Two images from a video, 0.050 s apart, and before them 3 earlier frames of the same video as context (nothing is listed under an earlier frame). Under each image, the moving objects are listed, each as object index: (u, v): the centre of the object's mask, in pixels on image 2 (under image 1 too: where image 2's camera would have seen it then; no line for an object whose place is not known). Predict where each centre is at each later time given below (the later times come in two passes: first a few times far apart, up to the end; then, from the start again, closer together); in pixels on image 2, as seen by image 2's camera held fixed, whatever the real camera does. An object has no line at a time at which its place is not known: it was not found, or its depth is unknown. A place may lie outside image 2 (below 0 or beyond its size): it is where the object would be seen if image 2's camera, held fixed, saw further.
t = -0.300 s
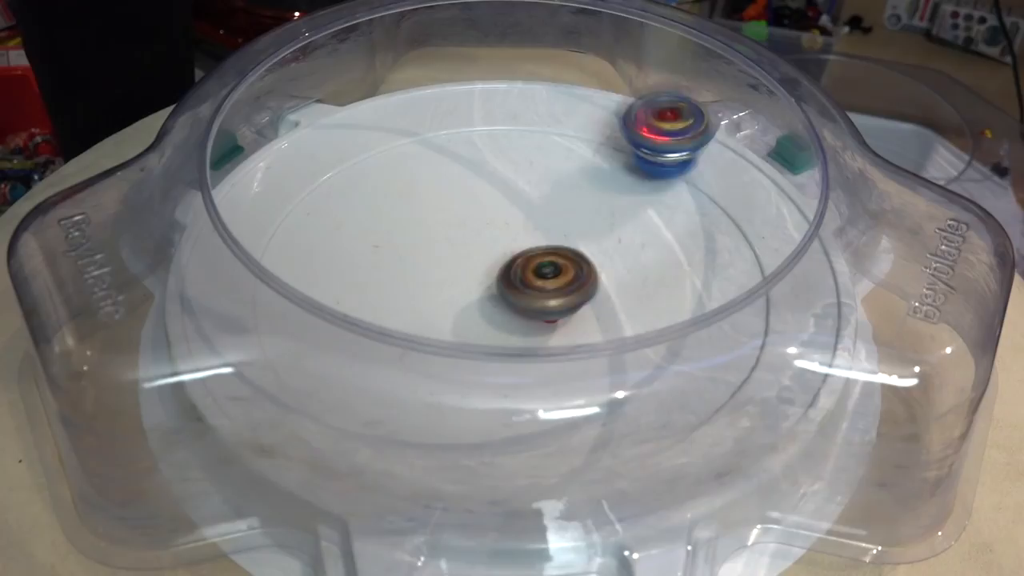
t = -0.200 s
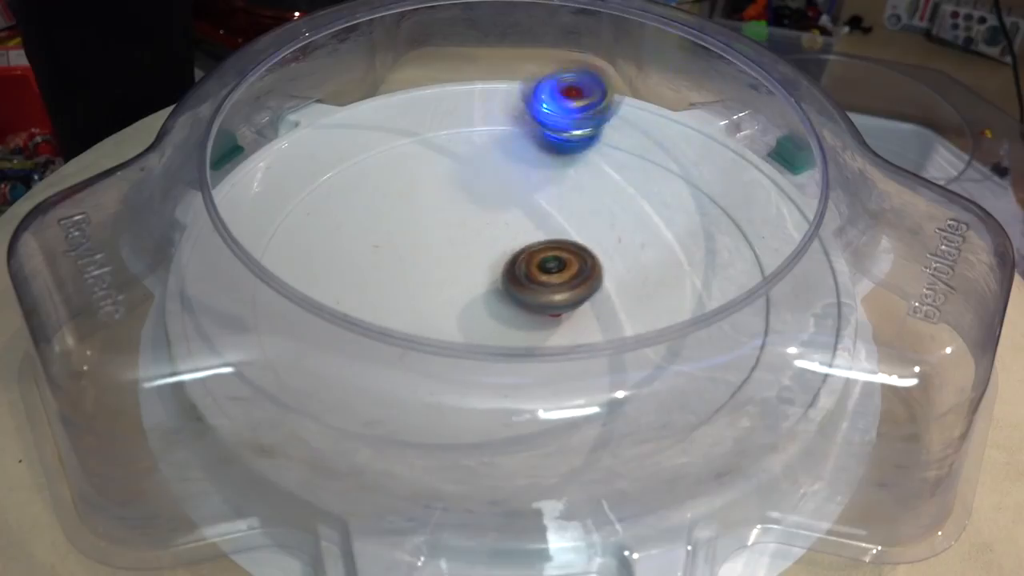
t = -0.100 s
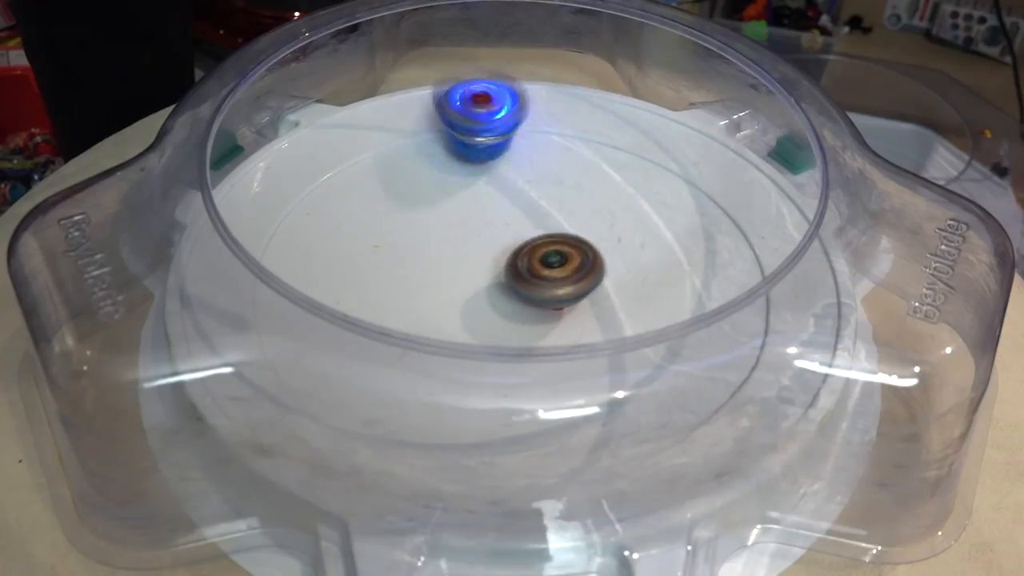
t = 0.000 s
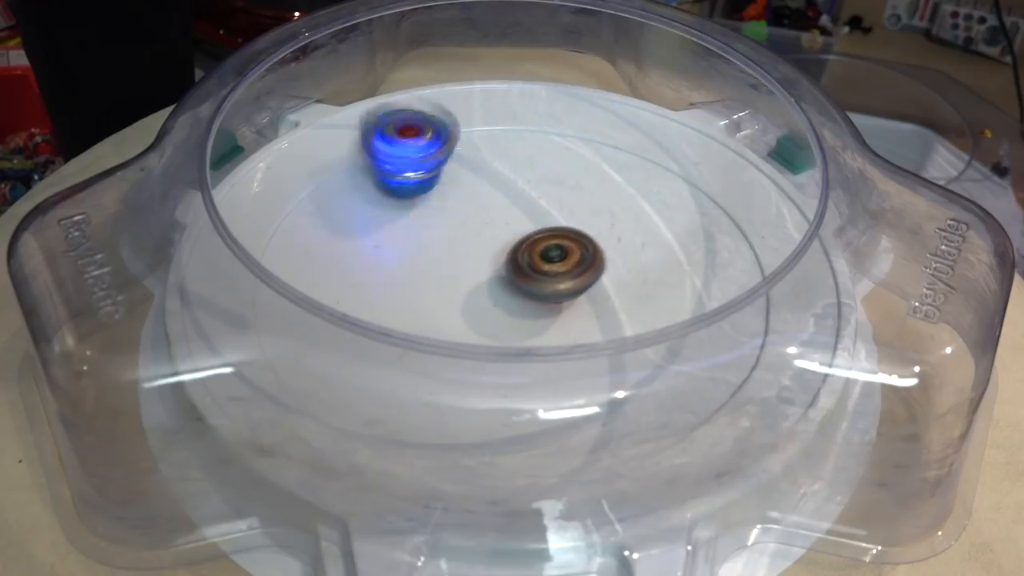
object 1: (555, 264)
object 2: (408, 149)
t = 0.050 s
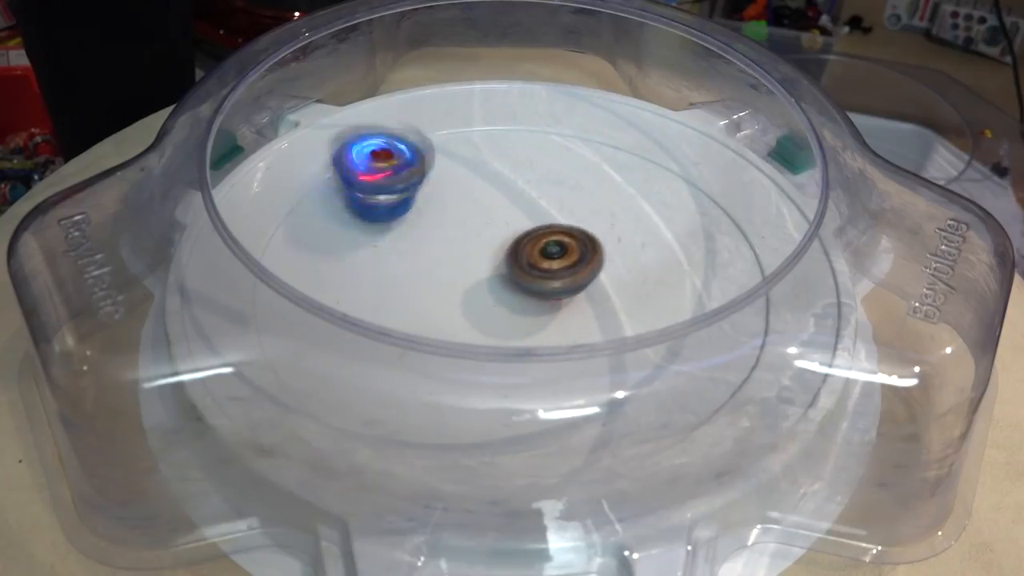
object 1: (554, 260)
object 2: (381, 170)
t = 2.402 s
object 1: (538, 275)
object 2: (760, 250)
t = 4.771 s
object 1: (536, 277)
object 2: (387, 115)
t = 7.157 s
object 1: (534, 272)
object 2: (738, 196)
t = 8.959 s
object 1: (523, 279)
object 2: (370, 261)
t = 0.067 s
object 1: (554, 260)
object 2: (373, 181)
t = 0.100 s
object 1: (553, 258)
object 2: (361, 198)
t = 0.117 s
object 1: (553, 257)
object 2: (358, 207)
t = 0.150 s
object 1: (552, 256)
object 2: (352, 226)
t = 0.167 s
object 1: (552, 255)
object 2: (351, 238)
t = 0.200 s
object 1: (550, 255)
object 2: (353, 257)
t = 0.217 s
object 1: (550, 254)
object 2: (357, 264)
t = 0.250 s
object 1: (548, 252)
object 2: (366, 278)
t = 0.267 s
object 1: (547, 252)
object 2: (373, 288)
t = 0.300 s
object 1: (545, 251)
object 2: (388, 312)
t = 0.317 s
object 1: (544, 250)
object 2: (402, 323)
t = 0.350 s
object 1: (543, 250)
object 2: (429, 342)
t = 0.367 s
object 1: (541, 250)
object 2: (443, 348)
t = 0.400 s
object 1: (538, 249)
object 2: (479, 360)
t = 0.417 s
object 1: (537, 249)
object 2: (501, 364)
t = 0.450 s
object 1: (535, 249)
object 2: (543, 365)
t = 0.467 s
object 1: (533, 248)
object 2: (568, 364)
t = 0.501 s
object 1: (530, 248)
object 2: (609, 356)
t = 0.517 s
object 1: (528, 248)
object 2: (626, 349)
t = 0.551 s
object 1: (526, 248)
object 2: (658, 331)
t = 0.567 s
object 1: (525, 248)
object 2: (673, 319)
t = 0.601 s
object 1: (521, 248)
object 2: (691, 296)
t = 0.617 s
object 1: (520, 248)
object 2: (697, 281)
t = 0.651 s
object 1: (518, 249)
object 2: (703, 258)
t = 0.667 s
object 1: (516, 249)
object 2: (703, 244)
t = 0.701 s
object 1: (513, 249)
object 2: (694, 219)
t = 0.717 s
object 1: (512, 249)
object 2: (688, 206)
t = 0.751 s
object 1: (509, 250)
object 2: (670, 183)
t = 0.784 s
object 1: (505, 251)
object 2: (644, 163)
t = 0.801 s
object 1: (504, 251)
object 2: (629, 153)
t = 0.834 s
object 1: (501, 252)
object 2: (596, 139)
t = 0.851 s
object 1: (500, 253)
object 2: (580, 132)
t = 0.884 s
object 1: (497, 254)
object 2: (543, 124)
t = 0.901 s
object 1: (497, 255)
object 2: (521, 122)
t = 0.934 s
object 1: (494, 256)
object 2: (482, 118)
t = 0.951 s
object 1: (492, 256)
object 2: (462, 120)
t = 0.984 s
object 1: (491, 258)
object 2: (423, 124)
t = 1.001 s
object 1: (490, 259)
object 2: (406, 132)
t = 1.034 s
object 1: (487, 260)
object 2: (371, 143)
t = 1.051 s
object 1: (487, 261)
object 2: (351, 149)
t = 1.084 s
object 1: (486, 263)
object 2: (319, 166)
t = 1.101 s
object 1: (486, 264)
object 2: (305, 179)
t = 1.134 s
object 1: (484, 265)
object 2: (284, 205)
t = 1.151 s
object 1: (484, 266)
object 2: (275, 216)
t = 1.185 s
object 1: (483, 268)
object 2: (266, 255)
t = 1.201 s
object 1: (482, 269)
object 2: (266, 271)
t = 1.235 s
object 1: (482, 270)
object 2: (284, 310)
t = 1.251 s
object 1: (482, 271)
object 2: (297, 331)
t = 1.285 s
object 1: (481, 273)
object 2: (337, 370)
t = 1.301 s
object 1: (482, 273)
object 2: (362, 382)
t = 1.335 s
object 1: (482, 275)
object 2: (428, 398)
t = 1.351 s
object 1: (482, 276)
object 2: (465, 410)
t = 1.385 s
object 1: (482, 278)
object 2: (535, 412)
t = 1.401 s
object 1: (482, 278)
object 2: (573, 408)
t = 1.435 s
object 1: (483, 280)
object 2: (641, 394)
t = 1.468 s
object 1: (483, 281)
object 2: (696, 365)
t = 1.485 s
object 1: (483, 282)
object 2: (716, 346)
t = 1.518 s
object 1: (485, 283)
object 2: (747, 310)
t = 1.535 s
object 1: (485, 285)
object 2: (757, 291)
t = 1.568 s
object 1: (487, 286)
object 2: (758, 251)
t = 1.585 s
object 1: (488, 286)
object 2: (751, 232)
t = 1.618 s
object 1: (489, 287)
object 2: (737, 194)
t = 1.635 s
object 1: (490, 288)
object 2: (723, 178)
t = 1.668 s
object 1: (492, 289)
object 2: (692, 147)
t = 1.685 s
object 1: (493, 289)
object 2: (671, 137)
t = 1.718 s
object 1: (495, 289)
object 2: (629, 117)
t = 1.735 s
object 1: (496, 290)
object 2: (603, 110)
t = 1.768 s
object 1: (498, 291)
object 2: (555, 98)
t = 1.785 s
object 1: (499, 291)
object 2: (533, 95)
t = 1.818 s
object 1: (502, 291)
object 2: (483, 94)
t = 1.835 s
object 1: (503, 291)
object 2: (456, 97)
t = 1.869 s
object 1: (505, 291)
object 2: (408, 109)
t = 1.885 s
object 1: (506, 291)
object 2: (386, 116)
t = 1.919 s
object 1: (509, 291)
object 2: (342, 135)
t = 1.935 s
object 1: (510, 291)
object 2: (321, 147)
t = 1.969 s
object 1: (512, 290)
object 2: (290, 181)
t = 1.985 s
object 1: (514, 290)
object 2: (279, 199)
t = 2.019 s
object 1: (516, 290)
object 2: (268, 240)
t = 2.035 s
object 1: (517, 289)
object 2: (266, 261)
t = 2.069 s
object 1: (520, 289)
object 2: (281, 304)
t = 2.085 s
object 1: (521, 288)
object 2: (297, 329)
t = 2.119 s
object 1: (523, 287)
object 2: (340, 363)
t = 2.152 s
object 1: (526, 286)
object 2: (401, 396)
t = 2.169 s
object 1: (526, 286)
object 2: (434, 404)
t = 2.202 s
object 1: (529, 284)
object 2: (511, 413)
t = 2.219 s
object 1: (530, 284)
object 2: (553, 412)
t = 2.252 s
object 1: (531, 282)
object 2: (623, 399)
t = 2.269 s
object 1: (532, 281)
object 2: (654, 391)
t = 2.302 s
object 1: (534, 280)
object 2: (708, 357)
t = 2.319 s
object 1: (535, 279)
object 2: (726, 340)
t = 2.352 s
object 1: (536, 277)
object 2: (750, 304)
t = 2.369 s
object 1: (537, 277)
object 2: (756, 285)
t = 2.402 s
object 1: (538, 275)
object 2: (760, 250)
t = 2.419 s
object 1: (538, 274)
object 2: (755, 233)
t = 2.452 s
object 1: (539, 273)
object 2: (745, 204)
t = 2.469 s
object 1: (539, 272)
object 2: (736, 189)
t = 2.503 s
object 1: (540, 270)
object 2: (713, 165)
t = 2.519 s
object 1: (540, 269)
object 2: (699, 153)
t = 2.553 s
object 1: (540, 268)
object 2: (669, 135)
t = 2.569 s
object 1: (540, 266)
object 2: (654, 127)
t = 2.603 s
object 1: (540, 265)
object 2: (619, 114)
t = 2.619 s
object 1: (540, 264)
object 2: (601, 107)
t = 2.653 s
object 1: (540, 263)
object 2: (563, 100)
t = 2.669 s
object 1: (539, 262)
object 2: (543, 98)
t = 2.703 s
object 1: (538, 260)
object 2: (504, 94)
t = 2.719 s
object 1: (538, 259)
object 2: (484, 96)
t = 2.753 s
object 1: (538, 258)
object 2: (444, 101)
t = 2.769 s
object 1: (537, 257)
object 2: (423, 105)
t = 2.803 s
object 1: (536, 256)
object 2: (385, 117)
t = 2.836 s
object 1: (534, 255)
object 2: (351, 136)
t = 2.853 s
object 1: (534, 254)
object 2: (337, 149)
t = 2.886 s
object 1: (533, 253)
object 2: (311, 169)
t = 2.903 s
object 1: (531, 253)
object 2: (297, 187)
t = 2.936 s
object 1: (530, 252)
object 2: (282, 216)
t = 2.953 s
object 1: (530, 252)
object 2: (280, 231)
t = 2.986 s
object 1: (527, 251)
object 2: (275, 269)
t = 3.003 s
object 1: (527, 251)
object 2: (280, 286)
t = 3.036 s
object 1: (524, 251)
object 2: (297, 321)
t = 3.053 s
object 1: (523, 250)
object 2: (309, 341)
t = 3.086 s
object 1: (522, 250)
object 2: (344, 374)
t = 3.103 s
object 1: (521, 250)
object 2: (368, 386)
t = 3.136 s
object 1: (518, 250)
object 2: (425, 404)
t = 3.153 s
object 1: (517, 250)
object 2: (452, 408)
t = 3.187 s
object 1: (515, 250)
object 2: (516, 414)
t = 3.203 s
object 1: (514, 250)
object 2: (551, 412)
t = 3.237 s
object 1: (513, 250)
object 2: (608, 403)
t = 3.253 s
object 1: (511, 250)
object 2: (640, 395)
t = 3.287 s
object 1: (510, 251)
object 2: (685, 372)
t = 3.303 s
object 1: (509, 251)
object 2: (703, 359)
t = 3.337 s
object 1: (506, 251)
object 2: (733, 329)
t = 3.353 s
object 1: (506, 252)
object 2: (744, 315)
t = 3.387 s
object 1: (504, 253)
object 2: (756, 282)
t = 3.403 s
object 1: (503, 253)
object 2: (756, 264)
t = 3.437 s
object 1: (503, 254)
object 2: (753, 232)
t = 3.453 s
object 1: (501, 255)
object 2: (747, 218)
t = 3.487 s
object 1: (500, 256)
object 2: (730, 188)
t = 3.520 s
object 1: (499, 257)
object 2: (706, 163)
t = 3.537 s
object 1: (498, 258)
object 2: (695, 151)
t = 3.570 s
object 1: (498, 259)
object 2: (662, 132)
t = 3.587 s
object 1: (497, 260)
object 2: (645, 122)
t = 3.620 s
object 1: (496, 261)
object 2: (606, 109)
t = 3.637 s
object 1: (496, 262)
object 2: (587, 103)
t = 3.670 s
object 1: (495, 264)
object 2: (545, 96)
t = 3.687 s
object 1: (495, 264)
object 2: (526, 95)
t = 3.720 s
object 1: (495, 266)
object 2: (484, 95)
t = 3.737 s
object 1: (494, 266)
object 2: (460, 98)
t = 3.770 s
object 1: (495, 268)
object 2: (422, 105)
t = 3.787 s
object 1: (495, 269)
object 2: (399, 110)
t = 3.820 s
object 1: (495, 270)
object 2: (362, 126)
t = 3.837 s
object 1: (495, 271)
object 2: (347, 133)
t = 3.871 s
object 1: (495, 273)
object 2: (314, 153)
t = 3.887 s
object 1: (496, 273)
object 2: (301, 166)
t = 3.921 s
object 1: (496, 275)
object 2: (280, 198)
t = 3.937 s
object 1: (497, 276)
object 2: (275, 212)
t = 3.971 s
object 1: (498, 278)
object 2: (266, 247)
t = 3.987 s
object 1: (498, 278)
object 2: (264, 263)
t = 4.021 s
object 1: (500, 279)
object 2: (276, 300)
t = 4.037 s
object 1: (501, 280)
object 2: (285, 317)
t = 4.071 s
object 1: (501, 281)
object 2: (317, 352)
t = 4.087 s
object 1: (502, 282)
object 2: (340, 363)
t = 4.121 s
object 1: (504, 283)
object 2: (390, 393)
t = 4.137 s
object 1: (504, 283)
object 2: (417, 403)
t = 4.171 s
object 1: (507, 284)
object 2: (483, 412)
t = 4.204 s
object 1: (508, 284)
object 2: (547, 411)
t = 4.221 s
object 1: (509, 285)
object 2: (579, 411)
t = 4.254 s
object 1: (511, 285)
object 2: (639, 396)
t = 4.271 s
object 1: (512, 286)
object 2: (666, 389)
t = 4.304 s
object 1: (514, 286)
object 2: (706, 358)
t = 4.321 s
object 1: (514, 286)
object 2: (727, 341)
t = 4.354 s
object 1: (517, 286)
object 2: (748, 308)
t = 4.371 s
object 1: (517, 286)
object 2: (756, 292)
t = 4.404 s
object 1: (520, 286)
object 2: (759, 256)
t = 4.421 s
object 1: (521, 286)
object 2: (756, 238)
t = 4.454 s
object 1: (522, 286)
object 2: (746, 207)
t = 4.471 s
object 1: (524, 285)
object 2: (738, 192)
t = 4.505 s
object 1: (525, 285)
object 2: (712, 165)
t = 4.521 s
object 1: (526, 285)
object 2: (695, 152)
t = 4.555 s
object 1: (528, 284)
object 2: (661, 134)
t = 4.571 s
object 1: (528, 283)
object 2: (643, 122)
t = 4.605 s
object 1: (530, 283)
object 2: (603, 109)
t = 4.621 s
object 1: (531, 282)
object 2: (582, 105)
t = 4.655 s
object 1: (532, 281)
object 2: (541, 97)
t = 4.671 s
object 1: (533, 281)
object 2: (517, 96)
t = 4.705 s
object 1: (534, 280)
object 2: (475, 93)
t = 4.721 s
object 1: (535, 279)
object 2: (450, 99)
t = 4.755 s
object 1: (535, 278)
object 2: (409, 107)
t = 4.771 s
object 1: (536, 277)
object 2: (387, 115)
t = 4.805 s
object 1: (536, 276)
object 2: (351, 131)
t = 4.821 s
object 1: (536, 276)
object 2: (330, 141)
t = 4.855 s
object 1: (537, 275)
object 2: (303, 165)
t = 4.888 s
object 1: (537, 273)
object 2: (281, 200)
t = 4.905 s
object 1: (538, 272)
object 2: (273, 215)
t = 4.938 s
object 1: (537, 271)
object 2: (263, 250)
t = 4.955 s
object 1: (537, 270)
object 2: (266, 270)
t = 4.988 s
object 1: (536, 269)
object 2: (278, 308)
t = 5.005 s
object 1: (536, 268)
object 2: (294, 327)
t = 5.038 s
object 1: (536, 267)
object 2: (335, 360)
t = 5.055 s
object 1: (535, 266)
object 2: (357, 379)
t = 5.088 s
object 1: (535, 265)
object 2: (423, 399)
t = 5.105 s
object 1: (534, 265)
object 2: (454, 402)
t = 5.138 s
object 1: (533, 264)
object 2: (527, 412)
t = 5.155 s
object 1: (533, 263)
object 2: (561, 410)
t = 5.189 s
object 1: (532, 262)
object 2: (626, 399)
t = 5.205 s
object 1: (531, 262)
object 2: (653, 391)
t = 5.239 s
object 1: (529, 261)
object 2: (701, 357)
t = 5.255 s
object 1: (529, 261)
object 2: (722, 342)
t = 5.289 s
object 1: (527, 260)
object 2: (747, 307)
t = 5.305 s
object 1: (527, 260)
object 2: (755, 288)
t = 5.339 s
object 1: (525, 260)
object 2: (755, 250)
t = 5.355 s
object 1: (524, 259)
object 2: (750, 232)
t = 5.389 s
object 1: (523, 259)
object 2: (739, 199)
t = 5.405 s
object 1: (522, 259)
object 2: (728, 182)
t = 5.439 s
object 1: (521, 259)
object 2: (698, 154)
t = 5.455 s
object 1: (519, 259)
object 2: (681, 142)
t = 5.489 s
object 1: (518, 259)
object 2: (640, 122)
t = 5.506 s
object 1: (517, 259)
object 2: (618, 114)
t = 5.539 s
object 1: (515, 259)
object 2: (571, 103)
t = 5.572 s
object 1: (512, 259)
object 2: (522, 97)
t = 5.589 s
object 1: (512, 259)
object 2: (500, 94)
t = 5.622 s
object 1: (511, 259)
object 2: (449, 99)
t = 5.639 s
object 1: (510, 259)
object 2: (427, 101)
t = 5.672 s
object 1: (509, 260)
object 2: (383, 117)
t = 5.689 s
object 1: (507, 260)
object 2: (359, 127)
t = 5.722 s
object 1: (506, 261)
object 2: (324, 148)
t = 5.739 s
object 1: (505, 261)
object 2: (303, 162)
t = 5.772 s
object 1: (503, 262)
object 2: (279, 197)
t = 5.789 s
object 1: (503, 262)
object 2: (273, 213)
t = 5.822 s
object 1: (502, 262)
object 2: (266, 252)
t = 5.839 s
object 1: (502, 263)
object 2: (270, 275)
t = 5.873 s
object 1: (500, 264)
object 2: (289, 321)
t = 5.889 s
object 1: (500, 264)
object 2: (304, 339)
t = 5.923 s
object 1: (499, 265)
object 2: (354, 376)
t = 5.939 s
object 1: (500, 265)
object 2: (382, 388)
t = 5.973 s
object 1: (499, 266)
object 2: (447, 405)
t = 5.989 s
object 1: (499, 266)
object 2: (488, 412)
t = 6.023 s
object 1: (499, 268)
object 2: (558, 412)
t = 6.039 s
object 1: (498, 268)
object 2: (592, 405)
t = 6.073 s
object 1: (499, 270)
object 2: (658, 391)
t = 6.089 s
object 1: (498, 270)
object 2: (686, 380)
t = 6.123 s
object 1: (499, 271)
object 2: (723, 341)
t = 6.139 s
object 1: (498, 272)
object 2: (738, 324)
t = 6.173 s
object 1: (499, 273)
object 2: (754, 285)
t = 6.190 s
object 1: (499, 273)
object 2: (756, 265)
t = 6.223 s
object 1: (500, 275)
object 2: (752, 229)
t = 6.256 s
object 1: (500, 276)
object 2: (739, 195)
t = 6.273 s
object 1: (501, 276)
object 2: (725, 182)
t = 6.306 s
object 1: (501, 277)
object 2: (695, 151)
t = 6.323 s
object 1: (502, 278)
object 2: (677, 144)
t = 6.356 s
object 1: (503, 279)
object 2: (637, 123)
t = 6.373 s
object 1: (503, 279)
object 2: (615, 116)
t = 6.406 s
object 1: (505, 280)
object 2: (572, 103)
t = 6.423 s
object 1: (505, 280)
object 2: (550, 97)
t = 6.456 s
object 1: (507, 281)
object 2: (504, 95)
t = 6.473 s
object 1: (507, 281)
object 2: (479, 96)
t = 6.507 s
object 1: (509, 282)
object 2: (436, 99)
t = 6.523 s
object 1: (510, 282)
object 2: (414, 106)
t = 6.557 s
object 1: (511, 282)
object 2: (369, 122)
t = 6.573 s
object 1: (512, 283)
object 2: (349, 131)
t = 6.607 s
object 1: (514, 283)
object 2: (313, 153)
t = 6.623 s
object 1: (515, 283)
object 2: (296, 167)
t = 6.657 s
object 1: (517, 283)
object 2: (276, 206)
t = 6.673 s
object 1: (518, 283)
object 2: (274, 218)
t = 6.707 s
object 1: (520, 283)
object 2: (269, 260)
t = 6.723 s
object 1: (521, 283)
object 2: (273, 280)
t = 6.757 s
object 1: (522, 282)
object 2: (291, 320)
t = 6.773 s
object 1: (523, 282)
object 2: (305, 341)
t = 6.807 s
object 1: (524, 281)
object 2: (353, 370)
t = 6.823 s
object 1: (526, 281)
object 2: (379, 390)
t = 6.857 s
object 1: (526, 281)
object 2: (445, 404)
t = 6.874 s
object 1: (527, 280)
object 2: (482, 412)
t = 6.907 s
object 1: (528, 279)
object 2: (548, 411)
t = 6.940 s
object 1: (530, 278)
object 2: (613, 400)
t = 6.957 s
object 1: (531, 278)
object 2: (645, 393)
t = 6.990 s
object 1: (532, 277)
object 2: (698, 371)
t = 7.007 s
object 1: (532, 277)
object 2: (713, 350)
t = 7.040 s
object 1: (533, 275)
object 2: (742, 317)
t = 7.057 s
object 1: (533, 275)
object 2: (751, 301)
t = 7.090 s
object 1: (533, 274)
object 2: (759, 263)
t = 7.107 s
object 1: (534, 273)
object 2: (757, 246)
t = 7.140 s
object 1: (534, 272)
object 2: (748, 214)
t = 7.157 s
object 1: (534, 272)
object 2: (738, 196)
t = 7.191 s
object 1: (534, 271)
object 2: (717, 168)
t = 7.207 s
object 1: (534, 270)
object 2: (701, 156)
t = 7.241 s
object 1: (534, 269)
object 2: (668, 136)
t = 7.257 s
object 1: (534, 268)
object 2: (650, 128)
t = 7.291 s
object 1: (533, 267)
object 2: (610, 114)
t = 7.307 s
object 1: (533, 267)
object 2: (593, 108)
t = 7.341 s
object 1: (532, 266)
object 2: (553, 97)
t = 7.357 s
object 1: (532, 265)
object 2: (534, 97)
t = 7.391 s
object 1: (531, 265)
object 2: (492, 95)
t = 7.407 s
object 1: (531, 264)
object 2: (471, 96)
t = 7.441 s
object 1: (529, 263)
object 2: (431, 101)
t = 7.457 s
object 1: (529, 263)
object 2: (413, 105)
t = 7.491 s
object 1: (527, 262)
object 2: (376, 120)
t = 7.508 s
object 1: (527, 261)
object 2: (358, 126)
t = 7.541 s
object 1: (525, 261)
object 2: (328, 146)
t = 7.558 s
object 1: (525, 260)
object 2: (312, 154)
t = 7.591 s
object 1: (523, 260)
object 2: (291, 181)
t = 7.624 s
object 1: (522, 260)
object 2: (277, 207)
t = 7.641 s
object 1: (521, 259)
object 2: (274, 217)
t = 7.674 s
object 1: (520, 259)
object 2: (270, 253)
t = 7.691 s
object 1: (519, 259)
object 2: (271, 271)
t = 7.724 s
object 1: (518, 259)
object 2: (282, 302)
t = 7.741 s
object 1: (516, 259)
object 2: (294, 318)
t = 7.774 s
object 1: (515, 259)
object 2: (321, 349)
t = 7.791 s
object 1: (514, 259)
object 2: (341, 361)
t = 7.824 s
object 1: (513, 259)
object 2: (384, 389)
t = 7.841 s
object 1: (512, 259)
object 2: (409, 396)
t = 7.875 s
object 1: (511, 259)
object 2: (462, 405)
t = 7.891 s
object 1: (509, 260)
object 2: (487, 407)
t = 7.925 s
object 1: (509, 260)
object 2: (546, 411)
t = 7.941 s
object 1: (508, 260)
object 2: (571, 408)
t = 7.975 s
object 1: (507, 261)
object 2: (621, 401)
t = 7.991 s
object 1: (506, 261)
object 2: (642, 392)
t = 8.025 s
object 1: (506, 262)
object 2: (679, 372)
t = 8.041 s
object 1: (505, 262)
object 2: (696, 359)
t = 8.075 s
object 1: (505, 263)
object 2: (726, 334)
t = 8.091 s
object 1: (504, 263)
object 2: (734, 324)
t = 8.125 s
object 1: (504, 264)
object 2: (745, 292)
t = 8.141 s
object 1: (503, 265)
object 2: (747, 282)
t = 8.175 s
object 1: (503, 266)
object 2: (743, 249)
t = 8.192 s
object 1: (502, 266)
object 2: (744, 242)
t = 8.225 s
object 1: (502, 267)
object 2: (737, 218)
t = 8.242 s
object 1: (502, 268)
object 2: (732, 208)
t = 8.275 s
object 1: (502, 269)
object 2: (713, 187)
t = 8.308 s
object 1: (502, 270)
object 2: (693, 169)
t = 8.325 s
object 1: (502, 270)
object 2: (681, 164)
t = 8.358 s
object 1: (502, 271)
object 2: (654, 149)
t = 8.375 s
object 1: (503, 272)
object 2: (641, 144)
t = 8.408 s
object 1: (503, 272)
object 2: (612, 135)
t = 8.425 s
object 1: (503, 273)
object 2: (600, 132)
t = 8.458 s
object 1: (504, 274)
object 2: (568, 128)
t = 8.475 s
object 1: (504, 274)
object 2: (555, 126)
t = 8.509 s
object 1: (505, 275)
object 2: (523, 125)
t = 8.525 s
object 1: (505, 276)
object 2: (511, 125)
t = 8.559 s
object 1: (506, 276)
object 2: (483, 131)
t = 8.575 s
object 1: (507, 277)
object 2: (470, 132)
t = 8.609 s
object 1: (508, 277)
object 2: (445, 139)
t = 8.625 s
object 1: (509, 277)
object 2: (433, 142)
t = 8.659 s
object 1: (510, 278)
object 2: (413, 151)
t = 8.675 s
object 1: (511, 278)
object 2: (401, 157)
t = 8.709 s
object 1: (512, 278)
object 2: (387, 168)
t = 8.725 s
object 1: (513, 279)
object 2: (379, 177)
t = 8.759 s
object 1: (514, 279)
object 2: (368, 188)
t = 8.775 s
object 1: (515, 279)
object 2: (362, 196)
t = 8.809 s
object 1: (517, 279)
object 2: (356, 208)
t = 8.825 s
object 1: (517, 279)
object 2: (355, 216)
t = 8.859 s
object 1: (519, 279)
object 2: (353, 228)
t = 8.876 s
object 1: (520, 279)
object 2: (355, 234)
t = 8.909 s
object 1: (521, 279)
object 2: (358, 247)
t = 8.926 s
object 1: (522, 279)
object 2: (363, 253)
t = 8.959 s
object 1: (523, 279)
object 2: (370, 261)
